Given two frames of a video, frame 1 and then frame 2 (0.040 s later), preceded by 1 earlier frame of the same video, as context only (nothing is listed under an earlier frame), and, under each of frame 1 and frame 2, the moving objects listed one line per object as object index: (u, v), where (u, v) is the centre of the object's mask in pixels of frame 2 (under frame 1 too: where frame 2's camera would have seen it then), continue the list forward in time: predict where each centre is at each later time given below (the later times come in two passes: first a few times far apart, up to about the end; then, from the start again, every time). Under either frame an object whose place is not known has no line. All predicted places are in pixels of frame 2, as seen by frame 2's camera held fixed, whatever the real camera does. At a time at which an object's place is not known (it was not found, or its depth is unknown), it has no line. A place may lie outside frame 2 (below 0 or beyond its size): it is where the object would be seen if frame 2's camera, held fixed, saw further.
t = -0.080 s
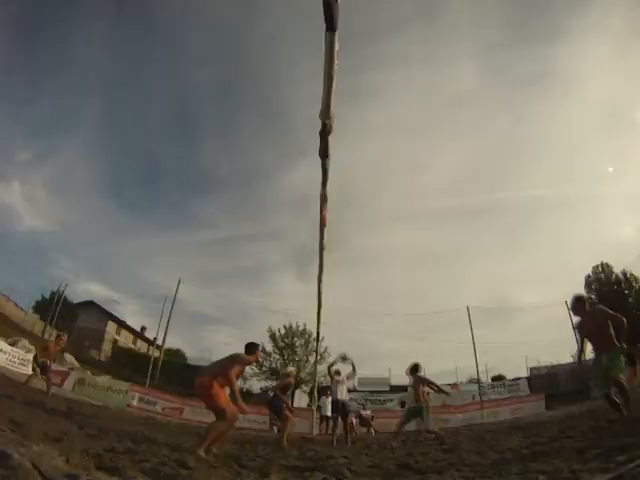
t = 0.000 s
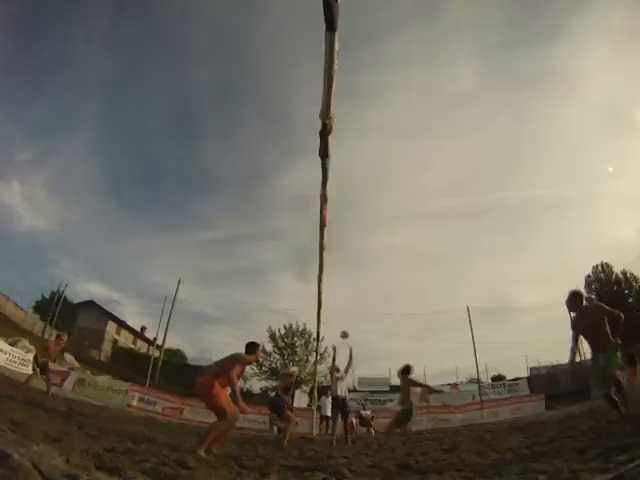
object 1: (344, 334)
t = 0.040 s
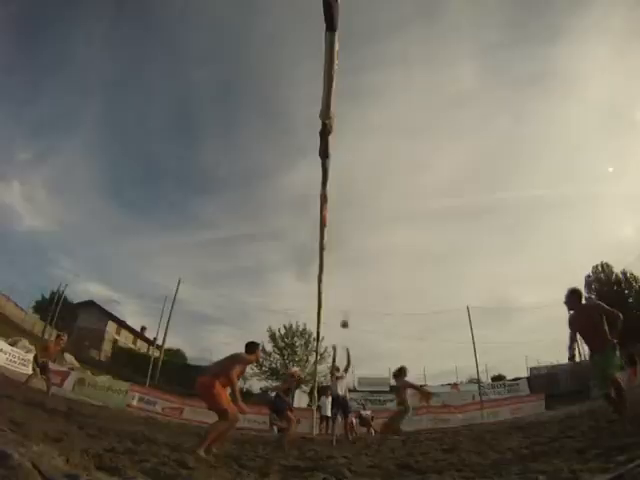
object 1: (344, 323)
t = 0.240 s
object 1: (347, 267)
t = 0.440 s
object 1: (349, 225)
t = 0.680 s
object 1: (353, 188)
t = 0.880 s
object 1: (357, 172)
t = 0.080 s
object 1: (345, 309)
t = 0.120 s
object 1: (346, 294)
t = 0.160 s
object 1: (346, 284)
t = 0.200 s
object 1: (347, 275)
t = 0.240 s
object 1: (347, 267)
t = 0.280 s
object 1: (348, 255)
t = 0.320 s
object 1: (348, 247)
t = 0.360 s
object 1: (349, 238)
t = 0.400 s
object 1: (349, 231)
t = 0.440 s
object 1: (349, 225)
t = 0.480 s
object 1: (350, 218)
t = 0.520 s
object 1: (351, 211)
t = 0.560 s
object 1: (351, 204)
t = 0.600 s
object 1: (352, 198)
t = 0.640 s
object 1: (353, 193)
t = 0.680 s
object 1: (353, 188)
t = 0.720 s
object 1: (353, 185)
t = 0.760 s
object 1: (355, 181)
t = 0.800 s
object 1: (355, 177)
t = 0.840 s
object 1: (356, 175)
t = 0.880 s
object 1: (357, 172)
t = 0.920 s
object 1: (358, 170)
